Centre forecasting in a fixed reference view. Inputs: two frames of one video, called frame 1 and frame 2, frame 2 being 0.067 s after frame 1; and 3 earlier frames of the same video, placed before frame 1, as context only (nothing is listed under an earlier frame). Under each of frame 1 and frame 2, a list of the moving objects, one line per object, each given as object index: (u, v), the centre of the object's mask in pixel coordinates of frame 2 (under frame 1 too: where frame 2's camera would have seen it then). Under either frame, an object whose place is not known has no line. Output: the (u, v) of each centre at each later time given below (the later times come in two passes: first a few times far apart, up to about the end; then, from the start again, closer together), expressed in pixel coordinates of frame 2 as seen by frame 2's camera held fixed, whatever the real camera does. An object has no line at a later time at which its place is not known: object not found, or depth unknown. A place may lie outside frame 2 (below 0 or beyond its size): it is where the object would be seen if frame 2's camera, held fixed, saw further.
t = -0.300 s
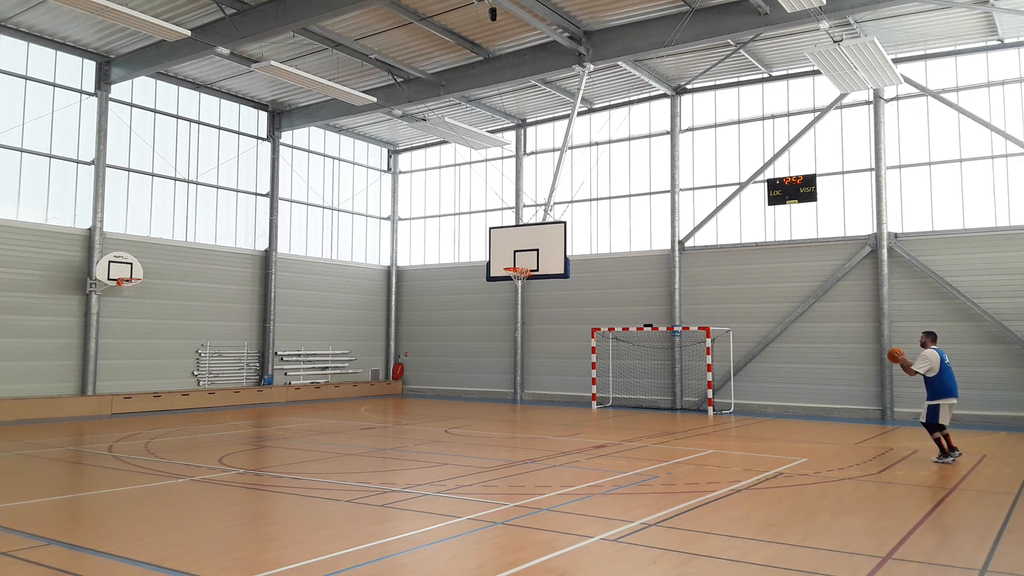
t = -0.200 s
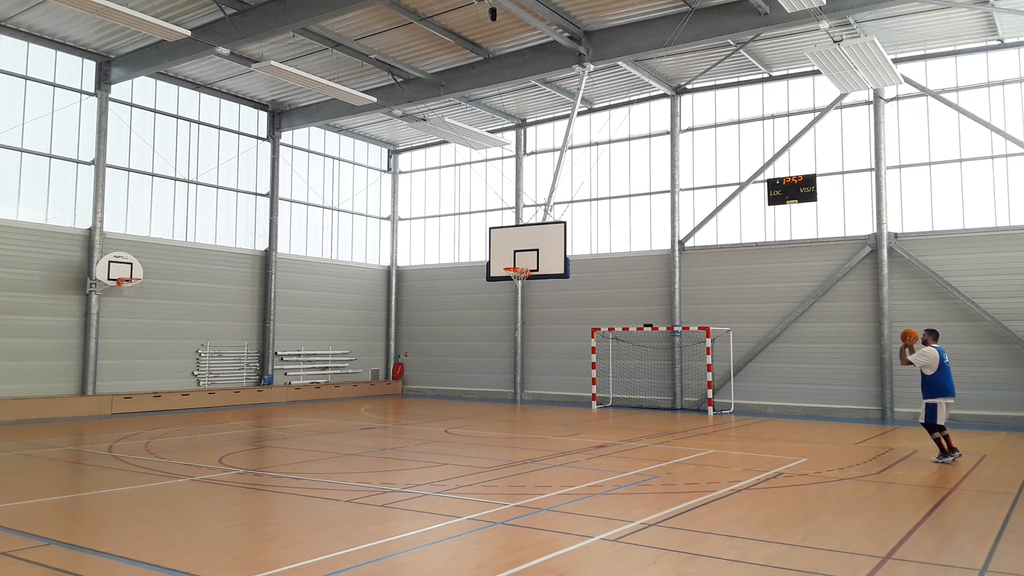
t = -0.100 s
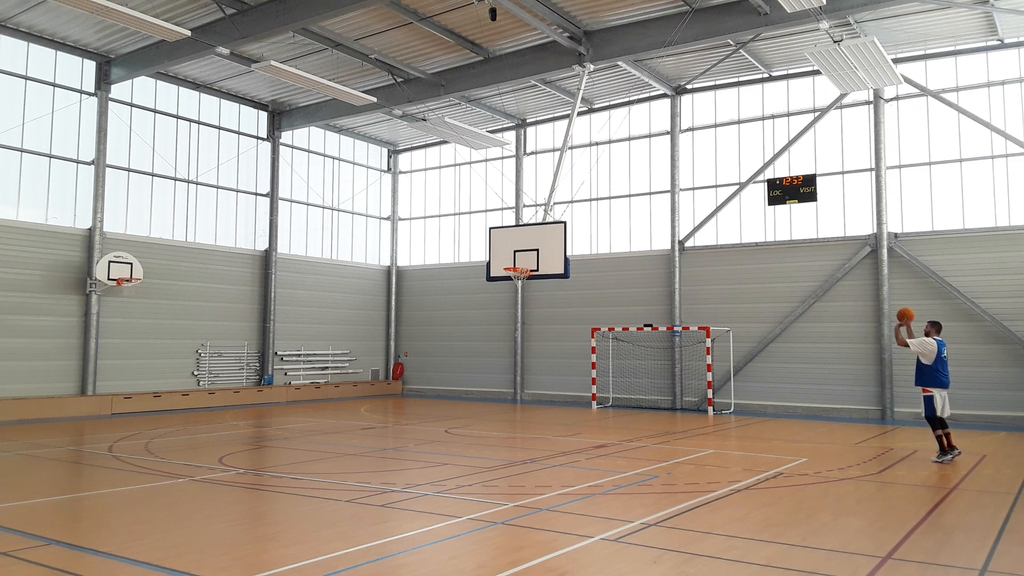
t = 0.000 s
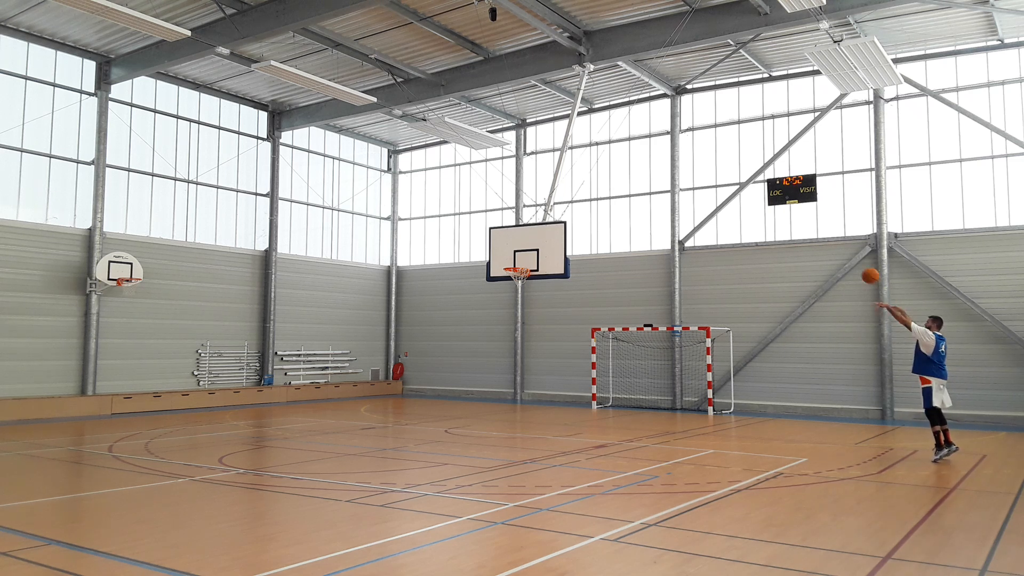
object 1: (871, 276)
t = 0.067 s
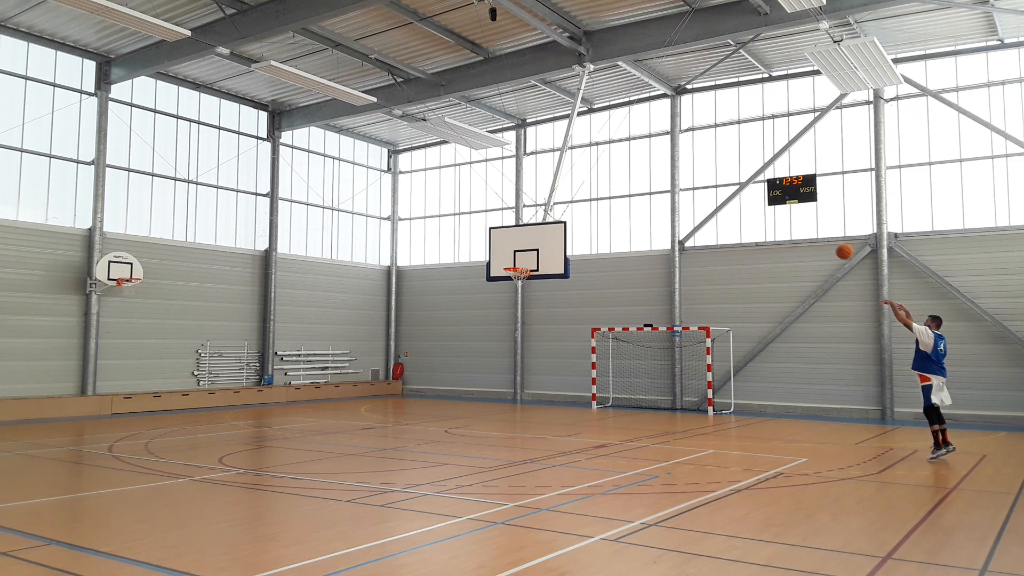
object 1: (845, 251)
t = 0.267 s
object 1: (773, 200)
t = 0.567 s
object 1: (679, 172)
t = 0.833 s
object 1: (608, 189)
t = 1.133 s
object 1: (538, 249)
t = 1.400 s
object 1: (490, 245)
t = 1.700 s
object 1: (441, 258)
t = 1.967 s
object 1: (400, 305)
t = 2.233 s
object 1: (361, 384)
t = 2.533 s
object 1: (325, 358)
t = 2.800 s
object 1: (294, 314)
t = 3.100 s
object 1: (261, 305)
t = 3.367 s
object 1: (230, 331)
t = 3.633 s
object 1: (201, 387)
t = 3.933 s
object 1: (174, 366)
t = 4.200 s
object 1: (152, 338)
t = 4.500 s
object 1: (127, 344)
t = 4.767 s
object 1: (110, 373)
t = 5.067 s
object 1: (116, 379)
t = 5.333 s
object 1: (121, 388)
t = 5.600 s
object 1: (127, 399)
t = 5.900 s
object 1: (134, 388)
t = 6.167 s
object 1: (139, 411)
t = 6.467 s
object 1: (146, 394)
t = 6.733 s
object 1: (151, 410)
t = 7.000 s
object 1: (156, 399)
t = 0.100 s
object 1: (832, 241)
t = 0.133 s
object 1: (820, 231)
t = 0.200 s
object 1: (795, 214)
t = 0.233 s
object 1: (784, 206)
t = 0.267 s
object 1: (773, 200)
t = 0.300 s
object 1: (762, 194)
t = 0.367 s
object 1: (740, 184)
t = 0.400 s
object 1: (729, 181)
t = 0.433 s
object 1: (719, 178)
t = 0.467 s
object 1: (709, 175)
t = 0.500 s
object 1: (699, 173)
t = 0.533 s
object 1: (689, 172)
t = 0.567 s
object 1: (679, 172)
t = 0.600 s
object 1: (671, 172)
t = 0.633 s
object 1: (661, 173)
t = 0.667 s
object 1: (651, 174)
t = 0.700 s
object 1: (643, 176)
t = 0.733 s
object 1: (634, 178)
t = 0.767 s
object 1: (626, 181)
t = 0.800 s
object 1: (617, 185)
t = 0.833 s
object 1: (608, 189)
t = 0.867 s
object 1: (600, 194)
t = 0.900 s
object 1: (592, 199)
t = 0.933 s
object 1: (584, 205)
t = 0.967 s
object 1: (576, 211)
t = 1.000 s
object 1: (568, 217)
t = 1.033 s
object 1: (560, 225)
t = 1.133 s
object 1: (538, 249)
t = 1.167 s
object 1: (530, 258)
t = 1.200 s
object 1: (524, 262)
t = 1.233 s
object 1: (518, 258)
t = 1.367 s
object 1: (495, 247)
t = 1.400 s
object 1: (490, 245)
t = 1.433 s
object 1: (485, 245)
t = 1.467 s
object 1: (479, 244)
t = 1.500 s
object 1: (473, 245)
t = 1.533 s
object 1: (468, 246)
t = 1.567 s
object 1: (463, 247)
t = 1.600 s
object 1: (457, 249)
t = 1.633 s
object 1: (452, 251)
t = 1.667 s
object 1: (447, 254)
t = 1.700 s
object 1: (441, 258)
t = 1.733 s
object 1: (436, 262)
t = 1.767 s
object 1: (431, 267)
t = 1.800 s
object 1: (426, 271)
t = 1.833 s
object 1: (421, 277)
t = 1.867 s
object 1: (416, 283)
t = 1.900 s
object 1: (411, 290)
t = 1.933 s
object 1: (406, 297)
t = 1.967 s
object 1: (400, 305)
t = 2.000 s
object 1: (396, 313)
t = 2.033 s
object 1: (391, 322)
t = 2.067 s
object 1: (386, 331)
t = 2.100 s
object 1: (381, 340)
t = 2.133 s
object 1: (376, 350)
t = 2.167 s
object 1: (370, 361)
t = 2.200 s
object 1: (366, 372)
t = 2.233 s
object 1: (361, 384)
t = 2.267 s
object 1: (356, 397)
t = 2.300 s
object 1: (351, 409)
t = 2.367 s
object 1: (343, 403)
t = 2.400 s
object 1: (339, 393)
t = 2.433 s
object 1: (336, 383)
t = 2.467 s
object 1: (332, 374)
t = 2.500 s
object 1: (328, 366)
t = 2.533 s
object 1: (325, 358)
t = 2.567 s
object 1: (321, 350)
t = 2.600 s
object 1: (317, 343)
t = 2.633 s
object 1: (313, 337)
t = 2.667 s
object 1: (309, 331)
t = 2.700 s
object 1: (306, 326)
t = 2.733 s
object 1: (302, 322)
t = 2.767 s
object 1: (298, 318)
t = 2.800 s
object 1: (294, 314)
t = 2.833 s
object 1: (291, 311)
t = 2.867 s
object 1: (287, 308)
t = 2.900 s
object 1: (283, 307)
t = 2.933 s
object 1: (279, 305)
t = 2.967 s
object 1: (276, 304)
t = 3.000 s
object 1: (272, 304)
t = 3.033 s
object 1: (268, 304)
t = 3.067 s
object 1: (265, 304)
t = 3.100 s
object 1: (261, 305)
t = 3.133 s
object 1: (257, 307)
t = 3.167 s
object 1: (253, 308)
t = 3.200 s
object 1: (250, 311)
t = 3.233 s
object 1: (246, 314)
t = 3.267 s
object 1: (242, 317)
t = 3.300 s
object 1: (238, 321)
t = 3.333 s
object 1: (234, 326)
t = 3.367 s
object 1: (230, 331)
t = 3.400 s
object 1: (226, 336)
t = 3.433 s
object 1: (223, 342)
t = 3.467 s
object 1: (219, 348)
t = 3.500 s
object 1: (216, 355)
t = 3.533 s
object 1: (211, 362)
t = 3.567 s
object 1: (208, 370)
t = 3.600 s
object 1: (204, 378)
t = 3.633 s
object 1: (201, 387)
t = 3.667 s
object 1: (197, 396)
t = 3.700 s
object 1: (193, 406)
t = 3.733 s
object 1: (189, 408)
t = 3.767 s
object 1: (187, 400)
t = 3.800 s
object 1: (184, 392)
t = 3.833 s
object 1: (182, 385)
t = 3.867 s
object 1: (179, 378)
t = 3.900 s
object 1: (176, 372)
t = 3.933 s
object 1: (174, 366)
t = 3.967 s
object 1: (171, 361)
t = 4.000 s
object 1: (168, 356)
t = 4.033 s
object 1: (166, 352)
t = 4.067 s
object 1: (163, 348)
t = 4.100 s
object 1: (160, 345)
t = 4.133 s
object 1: (158, 342)
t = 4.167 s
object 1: (155, 340)
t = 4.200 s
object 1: (152, 338)
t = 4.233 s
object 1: (149, 337)
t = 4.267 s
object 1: (147, 336)
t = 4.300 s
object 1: (144, 336)
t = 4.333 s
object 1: (141, 336)
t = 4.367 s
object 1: (138, 337)
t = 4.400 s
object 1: (136, 338)
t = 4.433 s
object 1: (133, 339)
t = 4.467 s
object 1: (130, 341)
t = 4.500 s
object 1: (127, 344)
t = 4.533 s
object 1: (124, 347)
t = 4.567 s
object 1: (121, 350)
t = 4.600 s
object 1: (118, 354)
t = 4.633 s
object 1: (115, 358)
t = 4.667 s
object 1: (113, 363)
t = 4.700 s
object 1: (109, 368)
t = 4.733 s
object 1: (109, 371)
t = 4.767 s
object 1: (110, 373)
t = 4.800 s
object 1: (111, 376)
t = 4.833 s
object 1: (111, 380)
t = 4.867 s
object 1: (111, 384)
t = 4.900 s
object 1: (112, 388)
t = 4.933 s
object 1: (112, 385)
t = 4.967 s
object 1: (113, 383)
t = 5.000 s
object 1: (114, 381)
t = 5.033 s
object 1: (115, 380)
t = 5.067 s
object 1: (116, 379)
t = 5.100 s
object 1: (116, 378)
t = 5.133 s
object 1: (117, 378)
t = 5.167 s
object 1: (118, 379)
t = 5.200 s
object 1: (119, 379)
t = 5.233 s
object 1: (120, 381)
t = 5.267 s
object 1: (120, 383)
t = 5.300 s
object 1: (121, 385)
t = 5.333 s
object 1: (121, 388)
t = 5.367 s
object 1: (122, 391)
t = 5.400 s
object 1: (123, 395)
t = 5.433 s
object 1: (123, 399)
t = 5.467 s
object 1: (123, 404)
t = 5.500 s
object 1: (124, 409)
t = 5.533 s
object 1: (125, 407)
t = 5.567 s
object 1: (126, 403)
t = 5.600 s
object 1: (127, 399)
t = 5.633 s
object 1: (128, 396)
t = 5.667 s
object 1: (129, 393)
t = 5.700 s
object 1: (129, 391)
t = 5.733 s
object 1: (130, 390)
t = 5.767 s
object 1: (131, 388)
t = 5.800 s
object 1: (132, 387)
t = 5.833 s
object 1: (132, 387)
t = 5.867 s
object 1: (133, 387)
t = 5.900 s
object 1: (134, 388)
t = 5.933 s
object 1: (134, 389)
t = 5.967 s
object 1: (135, 390)
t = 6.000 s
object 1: (136, 393)
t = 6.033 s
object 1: (137, 395)
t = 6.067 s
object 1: (137, 398)
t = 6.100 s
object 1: (138, 402)
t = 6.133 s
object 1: (138, 406)
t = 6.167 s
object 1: (139, 411)
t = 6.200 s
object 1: (139, 410)
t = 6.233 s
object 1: (140, 406)
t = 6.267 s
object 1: (141, 403)
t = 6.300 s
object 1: (142, 400)
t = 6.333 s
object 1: (143, 398)
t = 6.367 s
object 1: (144, 396)
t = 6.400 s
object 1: (144, 395)
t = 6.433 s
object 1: (145, 394)
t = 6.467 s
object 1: (146, 394)
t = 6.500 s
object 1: (146, 394)
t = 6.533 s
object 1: (147, 395)
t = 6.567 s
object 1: (148, 396)
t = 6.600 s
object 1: (148, 398)
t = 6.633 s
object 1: (149, 400)
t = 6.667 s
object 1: (150, 402)
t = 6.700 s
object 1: (150, 406)
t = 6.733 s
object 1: (151, 410)
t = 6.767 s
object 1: (151, 414)
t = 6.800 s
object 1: (152, 412)
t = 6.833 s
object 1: (153, 409)
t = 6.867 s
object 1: (153, 406)
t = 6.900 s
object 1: (154, 404)
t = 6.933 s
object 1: (155, 402)
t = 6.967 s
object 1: (156, 400)
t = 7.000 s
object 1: (156, 399)
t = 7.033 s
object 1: (157, 399)
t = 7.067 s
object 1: (158, 399)
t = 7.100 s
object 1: (158, 400)
